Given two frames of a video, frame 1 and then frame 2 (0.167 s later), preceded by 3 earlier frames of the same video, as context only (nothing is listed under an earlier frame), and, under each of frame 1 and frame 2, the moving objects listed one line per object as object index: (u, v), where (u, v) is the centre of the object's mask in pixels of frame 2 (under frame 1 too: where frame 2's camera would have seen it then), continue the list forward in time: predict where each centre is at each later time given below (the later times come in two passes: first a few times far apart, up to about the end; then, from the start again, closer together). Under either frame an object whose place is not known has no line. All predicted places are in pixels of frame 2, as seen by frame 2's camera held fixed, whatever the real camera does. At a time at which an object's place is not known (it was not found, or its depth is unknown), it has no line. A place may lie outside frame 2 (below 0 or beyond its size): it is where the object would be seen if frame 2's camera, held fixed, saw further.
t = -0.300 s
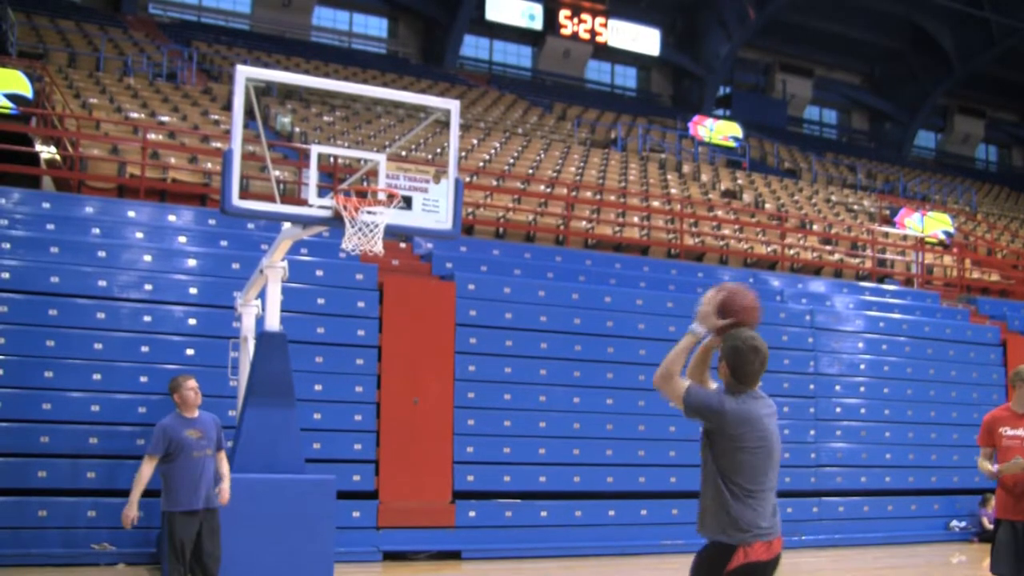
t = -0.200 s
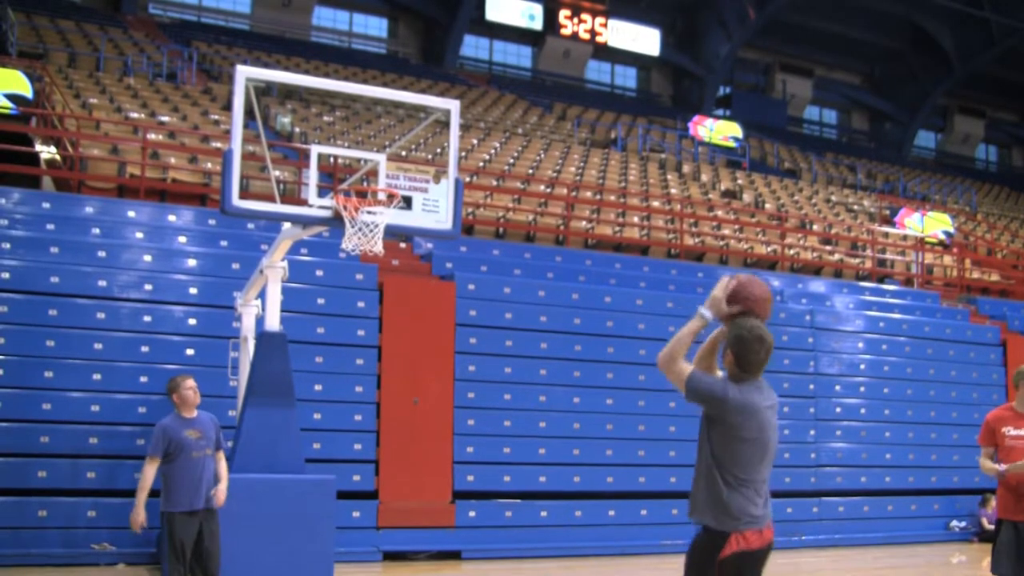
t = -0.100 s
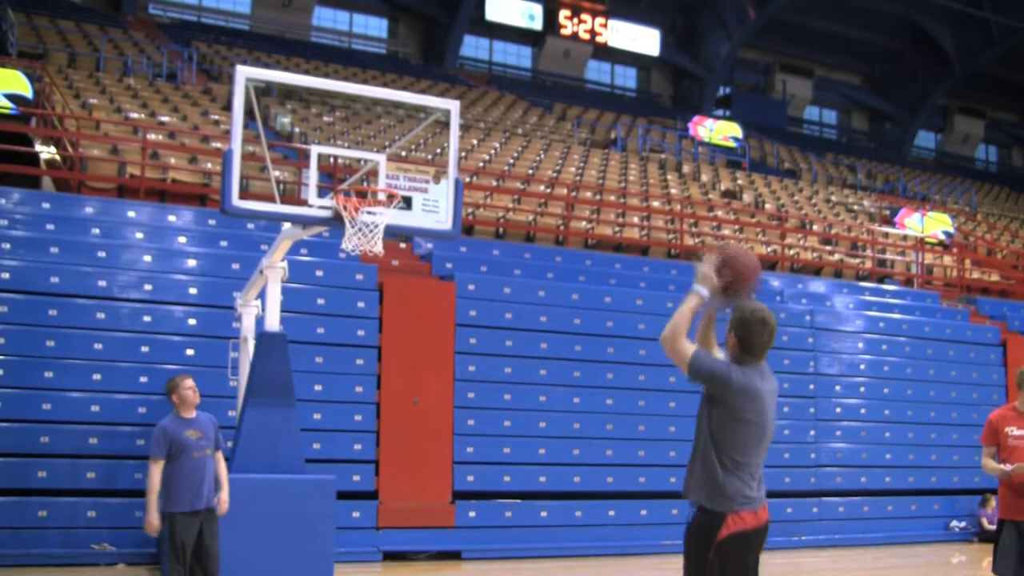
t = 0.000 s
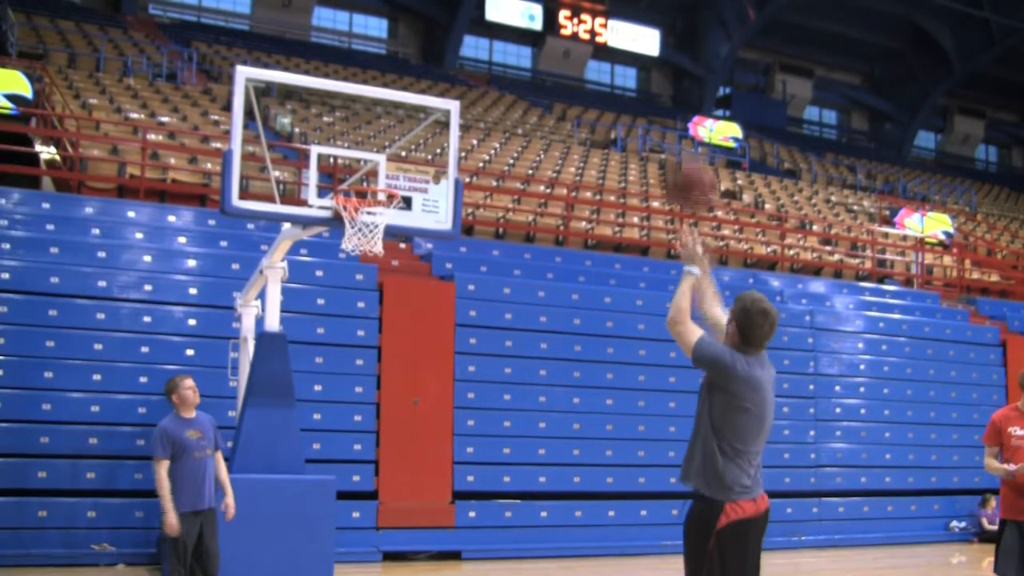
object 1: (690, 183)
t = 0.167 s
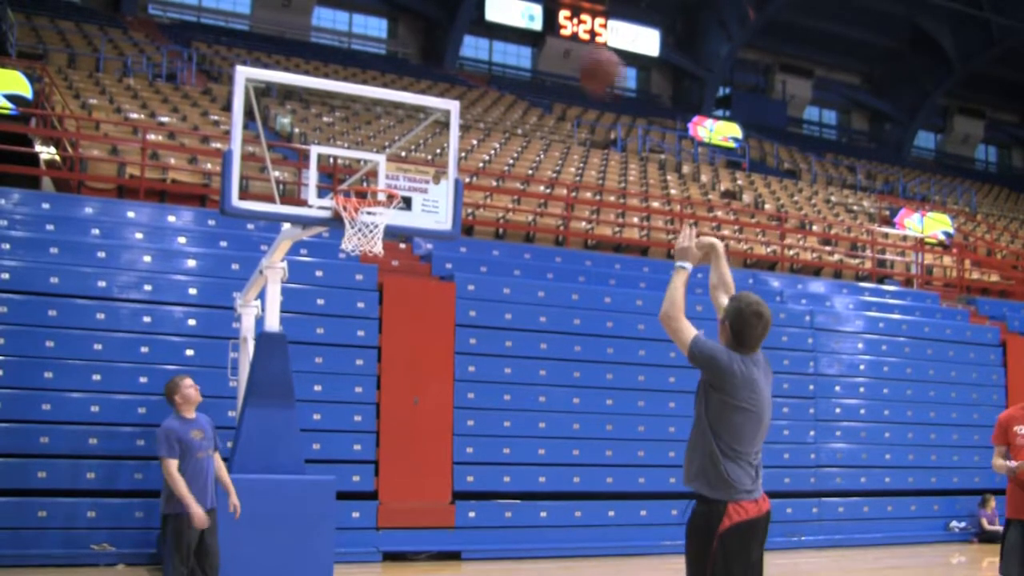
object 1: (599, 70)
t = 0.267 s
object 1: (555, 39)
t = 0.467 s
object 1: (479, 28)
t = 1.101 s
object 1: (386, 291)
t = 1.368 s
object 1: (430, 495)
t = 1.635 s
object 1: (481, 501)
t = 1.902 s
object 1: (541, 374)
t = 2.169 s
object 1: (600, 345)
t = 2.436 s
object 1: (664, 427)
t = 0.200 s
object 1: (583, 58)
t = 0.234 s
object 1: (568, 48)
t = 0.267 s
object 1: (555, 39)
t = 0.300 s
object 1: (541, 32)
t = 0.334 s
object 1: (529, 29)
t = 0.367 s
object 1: (515, 26)
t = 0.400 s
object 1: (503, 25)
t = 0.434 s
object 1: (490, 26)
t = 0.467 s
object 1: (479, 28)
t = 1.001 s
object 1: (366, 251)
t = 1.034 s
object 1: (374, 256)
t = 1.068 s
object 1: (380, 271)
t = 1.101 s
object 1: (386, 291)
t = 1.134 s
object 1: (394, 310)
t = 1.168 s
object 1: (397, 331)
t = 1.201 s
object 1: (402, 354)
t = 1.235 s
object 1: (409, 379)
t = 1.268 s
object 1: (413, 405)
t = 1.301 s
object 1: (418, 433)
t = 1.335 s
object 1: (424, 462)
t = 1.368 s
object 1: (430, 495)
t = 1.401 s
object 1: (436, 531)
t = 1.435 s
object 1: (442, 565)
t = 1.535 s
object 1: (460, 564)
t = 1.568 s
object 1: (466, 545)
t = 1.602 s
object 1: (474, 523)
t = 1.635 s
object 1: (481, 501)
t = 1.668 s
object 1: (489, 481)
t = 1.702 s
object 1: (496, 460)
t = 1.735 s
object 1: (503, 442)
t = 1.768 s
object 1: (511, 426)
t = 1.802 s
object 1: (518, 412)
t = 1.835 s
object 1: (526, 396)
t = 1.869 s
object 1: (533, 385)
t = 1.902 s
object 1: (541, 374)
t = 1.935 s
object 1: (548, 365)
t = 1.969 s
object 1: (556, 357)
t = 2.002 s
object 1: (563, 352)
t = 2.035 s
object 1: (570, 347)
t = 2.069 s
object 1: (577, 344)
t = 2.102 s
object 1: (585, 343)
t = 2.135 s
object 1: (593, 343)
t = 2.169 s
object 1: (600, 345)
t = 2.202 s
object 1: (607, 349)
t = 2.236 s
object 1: (615, 355)
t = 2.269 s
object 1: (623, 362)
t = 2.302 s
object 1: (631, 371)
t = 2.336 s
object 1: (638, 382)
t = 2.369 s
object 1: (647, 394)
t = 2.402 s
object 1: (655, 410)
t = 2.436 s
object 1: (664, 427)
